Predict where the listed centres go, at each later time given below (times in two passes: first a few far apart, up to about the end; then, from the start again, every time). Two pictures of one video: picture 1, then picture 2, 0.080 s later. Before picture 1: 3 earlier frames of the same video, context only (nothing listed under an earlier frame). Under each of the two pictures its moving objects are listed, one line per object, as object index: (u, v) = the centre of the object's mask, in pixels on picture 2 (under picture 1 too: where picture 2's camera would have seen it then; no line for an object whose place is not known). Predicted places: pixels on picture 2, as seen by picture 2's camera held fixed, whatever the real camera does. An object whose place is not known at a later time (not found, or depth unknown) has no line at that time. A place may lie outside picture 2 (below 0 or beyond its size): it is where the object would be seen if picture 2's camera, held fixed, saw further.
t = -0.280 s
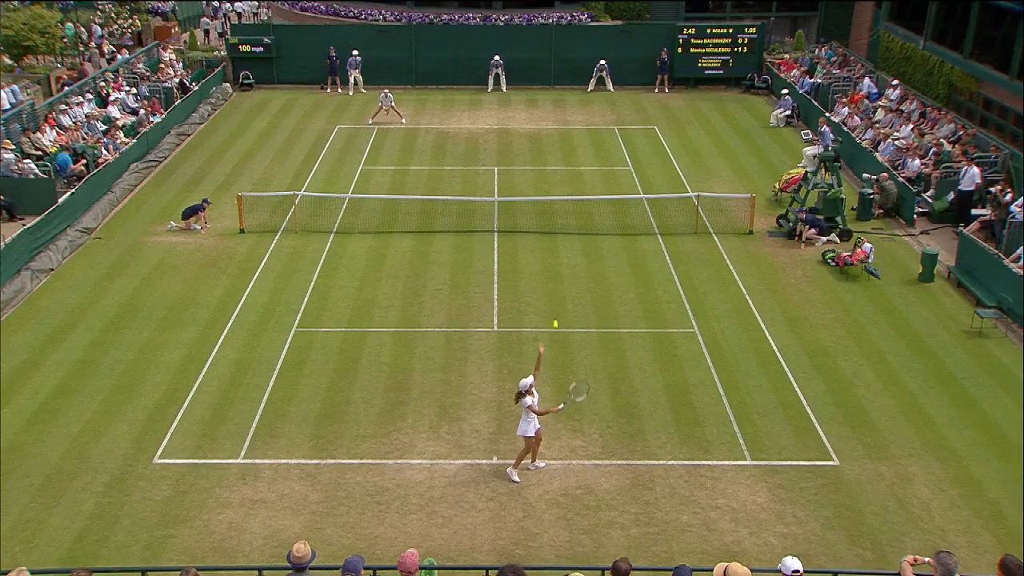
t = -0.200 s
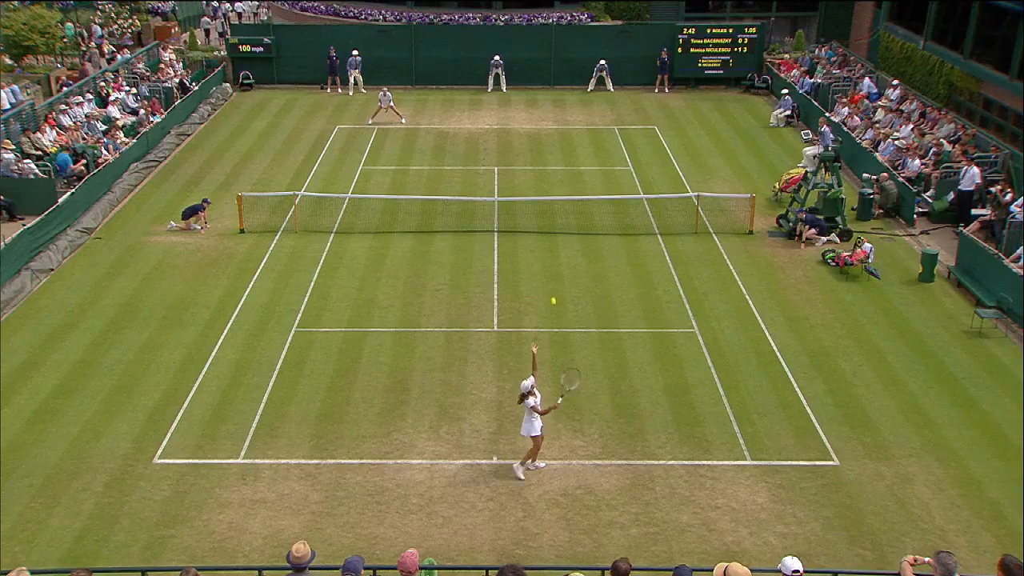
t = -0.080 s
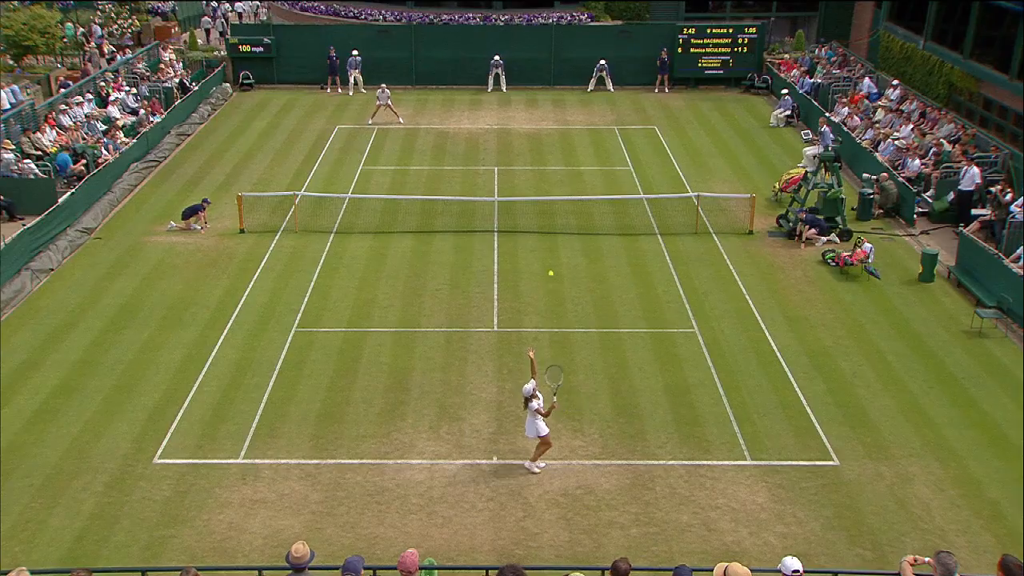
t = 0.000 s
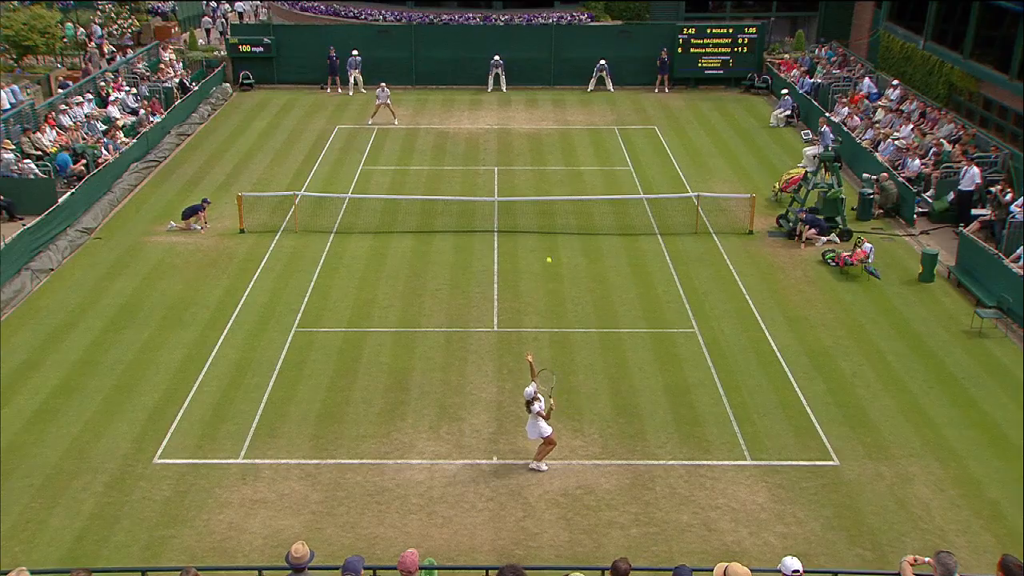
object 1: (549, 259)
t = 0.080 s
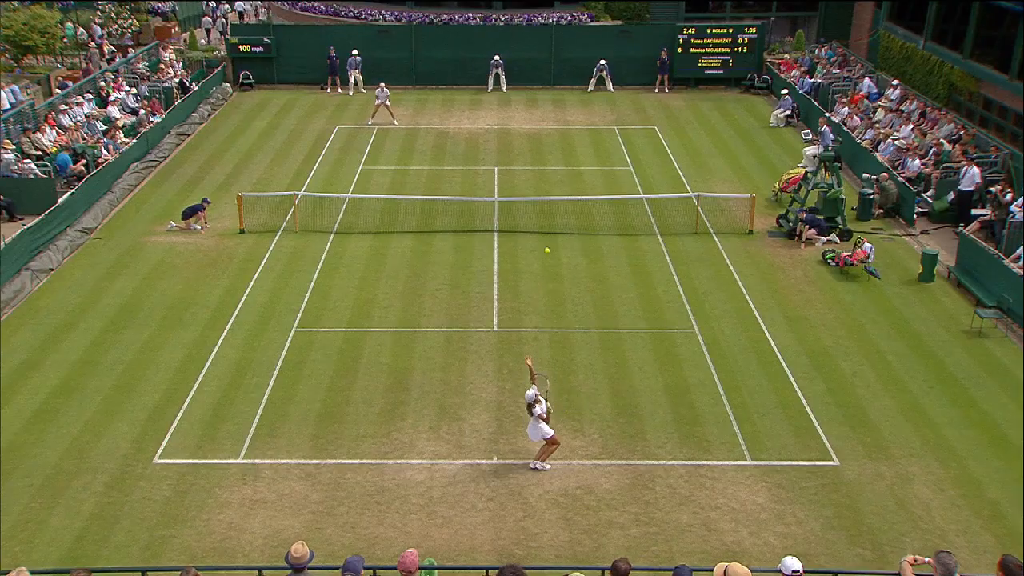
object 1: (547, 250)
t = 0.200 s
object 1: (544, 243)
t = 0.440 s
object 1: (538, 255)
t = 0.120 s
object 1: (546, 246)
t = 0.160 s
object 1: (545, 244)
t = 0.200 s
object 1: (544, 243)
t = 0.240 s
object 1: (543, 242)
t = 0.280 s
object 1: (542, 243)
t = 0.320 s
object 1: (541, 245)
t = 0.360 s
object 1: (540, 247)
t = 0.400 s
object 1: (539, 250)
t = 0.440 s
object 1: (538, 255)
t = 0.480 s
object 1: (537, 260)
